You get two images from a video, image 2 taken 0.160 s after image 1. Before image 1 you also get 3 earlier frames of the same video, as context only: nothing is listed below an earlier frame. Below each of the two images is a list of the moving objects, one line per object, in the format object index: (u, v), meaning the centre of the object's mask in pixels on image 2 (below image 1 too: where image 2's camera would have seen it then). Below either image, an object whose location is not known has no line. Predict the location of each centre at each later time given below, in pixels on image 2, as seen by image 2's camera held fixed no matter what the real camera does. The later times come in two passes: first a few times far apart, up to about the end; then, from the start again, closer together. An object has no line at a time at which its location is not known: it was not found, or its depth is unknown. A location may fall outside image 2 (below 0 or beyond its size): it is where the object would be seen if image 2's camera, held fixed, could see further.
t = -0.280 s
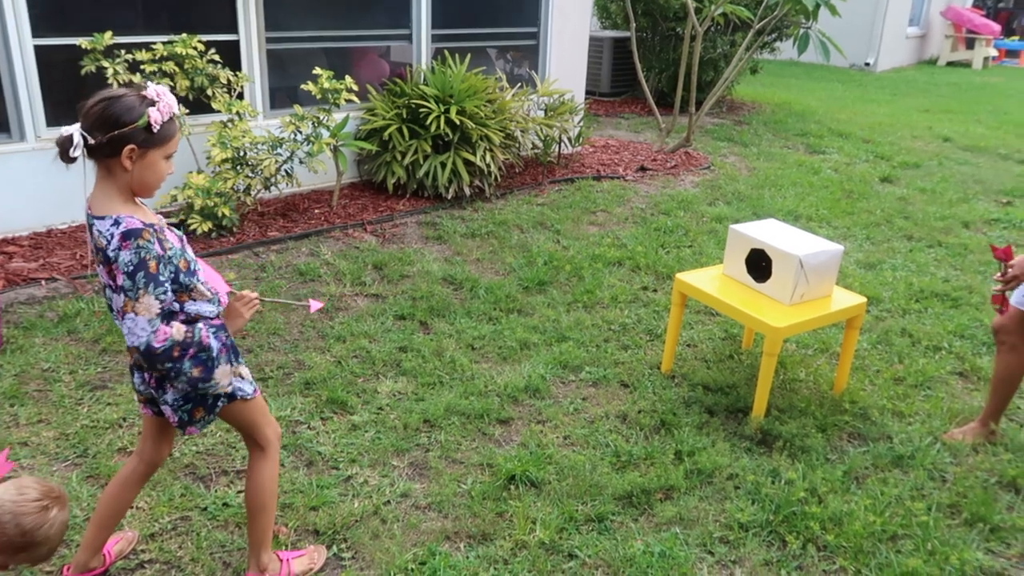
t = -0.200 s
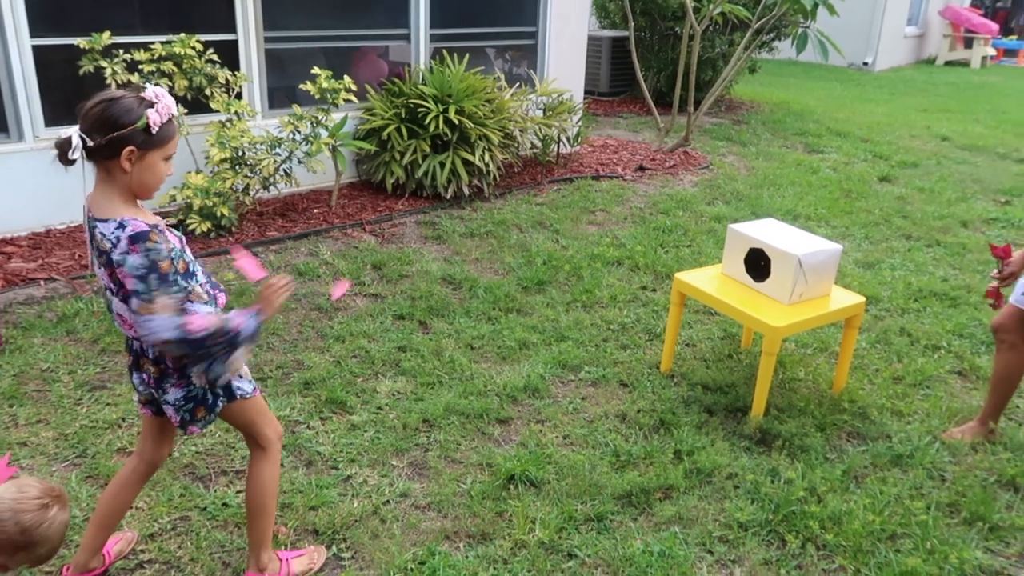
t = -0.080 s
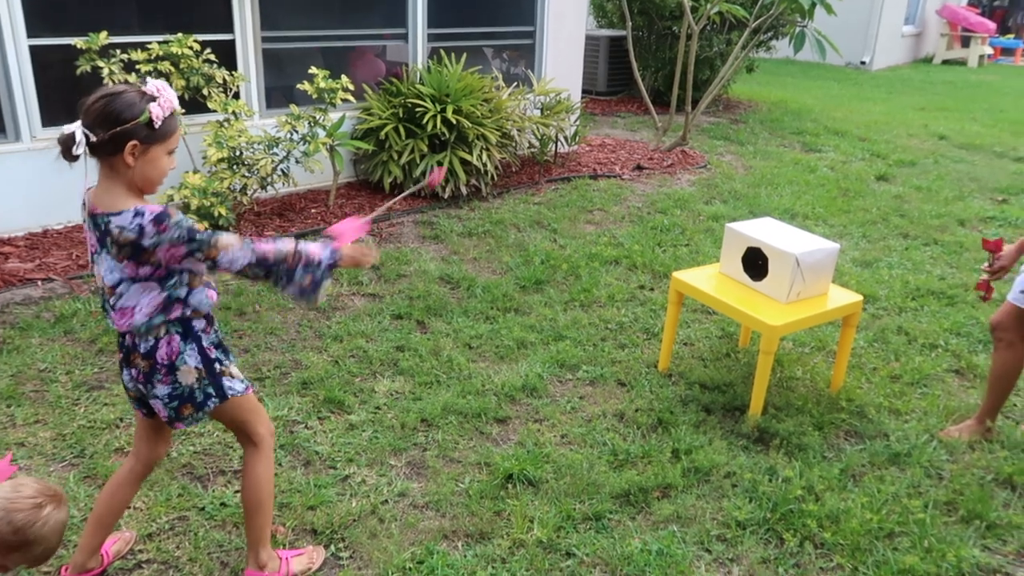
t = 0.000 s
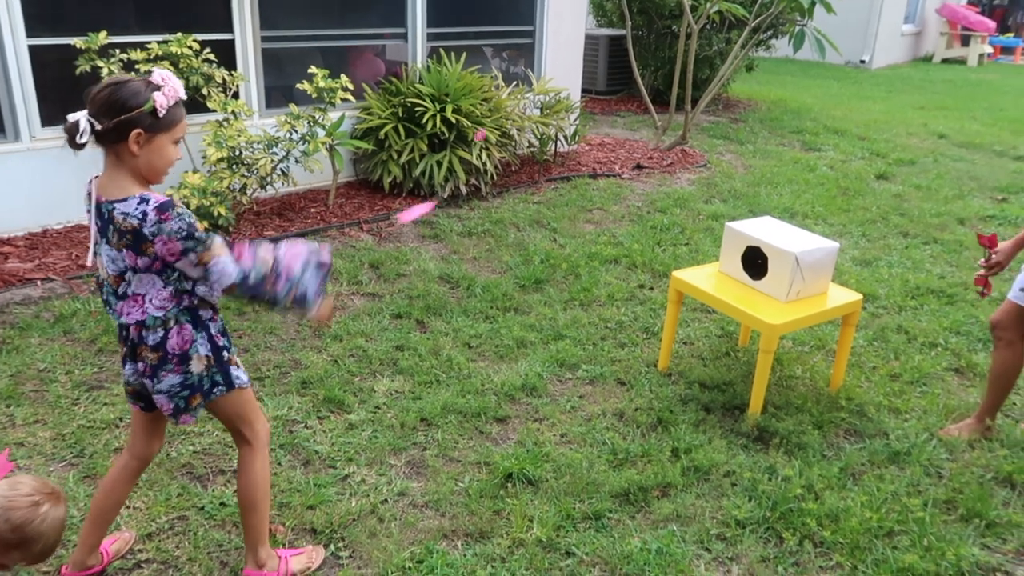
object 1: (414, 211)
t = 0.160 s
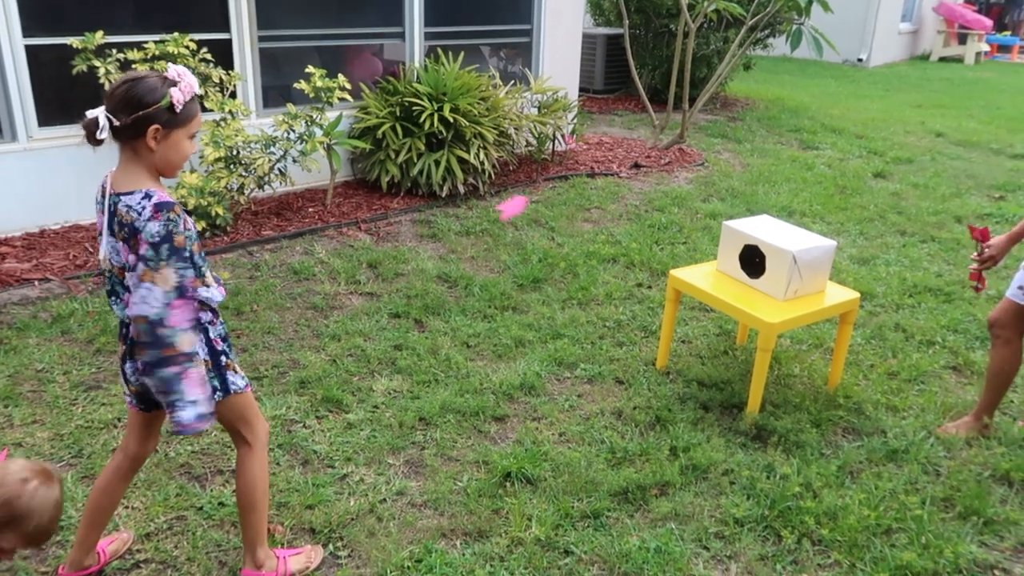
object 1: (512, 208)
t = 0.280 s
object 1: (555, 238)
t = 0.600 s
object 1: (601, 367)
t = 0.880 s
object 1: (596, 371)
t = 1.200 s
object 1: (596, 372)
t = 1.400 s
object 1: (596, 371)
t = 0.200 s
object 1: (527, 214)
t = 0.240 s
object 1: (542, 224)
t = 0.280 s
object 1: (555, 238)
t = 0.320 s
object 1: (566, 256)
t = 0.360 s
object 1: (577, 276)
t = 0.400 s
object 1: (588, 287)
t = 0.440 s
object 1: (599, 298)
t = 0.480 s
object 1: (612, 317)
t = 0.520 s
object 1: (623, 339)
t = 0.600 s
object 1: (601, 367)
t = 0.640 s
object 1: (600, 370)
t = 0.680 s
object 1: (600, 368)
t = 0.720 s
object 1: (599, 368)
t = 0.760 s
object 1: (597, 368)
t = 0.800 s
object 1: (596, 371)
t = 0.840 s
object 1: (596, 372)
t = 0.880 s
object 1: (596, 371)
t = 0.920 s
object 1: (596, 371)
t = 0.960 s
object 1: (595, 372)
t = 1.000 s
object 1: (596, 371)
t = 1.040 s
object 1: (596, 372)
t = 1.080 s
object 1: (596, 371)
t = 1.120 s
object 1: (596, 372)
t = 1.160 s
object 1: (596, 372)
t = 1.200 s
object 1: (596, 372)
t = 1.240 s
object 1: (596, 372)
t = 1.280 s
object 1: (596, 372)
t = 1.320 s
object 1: (596, 372)
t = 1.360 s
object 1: (596, 372)
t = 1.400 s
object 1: (596, 371)
